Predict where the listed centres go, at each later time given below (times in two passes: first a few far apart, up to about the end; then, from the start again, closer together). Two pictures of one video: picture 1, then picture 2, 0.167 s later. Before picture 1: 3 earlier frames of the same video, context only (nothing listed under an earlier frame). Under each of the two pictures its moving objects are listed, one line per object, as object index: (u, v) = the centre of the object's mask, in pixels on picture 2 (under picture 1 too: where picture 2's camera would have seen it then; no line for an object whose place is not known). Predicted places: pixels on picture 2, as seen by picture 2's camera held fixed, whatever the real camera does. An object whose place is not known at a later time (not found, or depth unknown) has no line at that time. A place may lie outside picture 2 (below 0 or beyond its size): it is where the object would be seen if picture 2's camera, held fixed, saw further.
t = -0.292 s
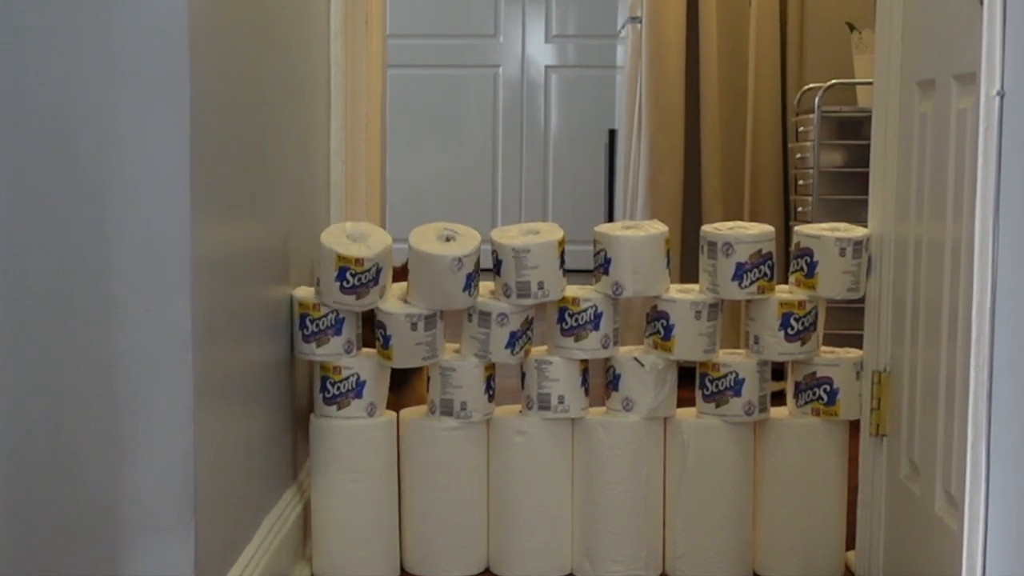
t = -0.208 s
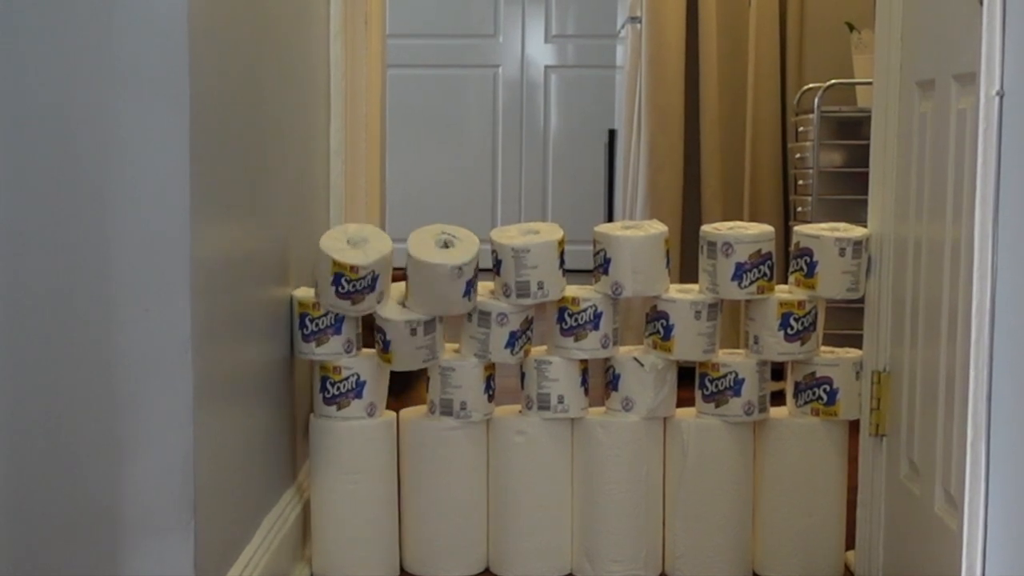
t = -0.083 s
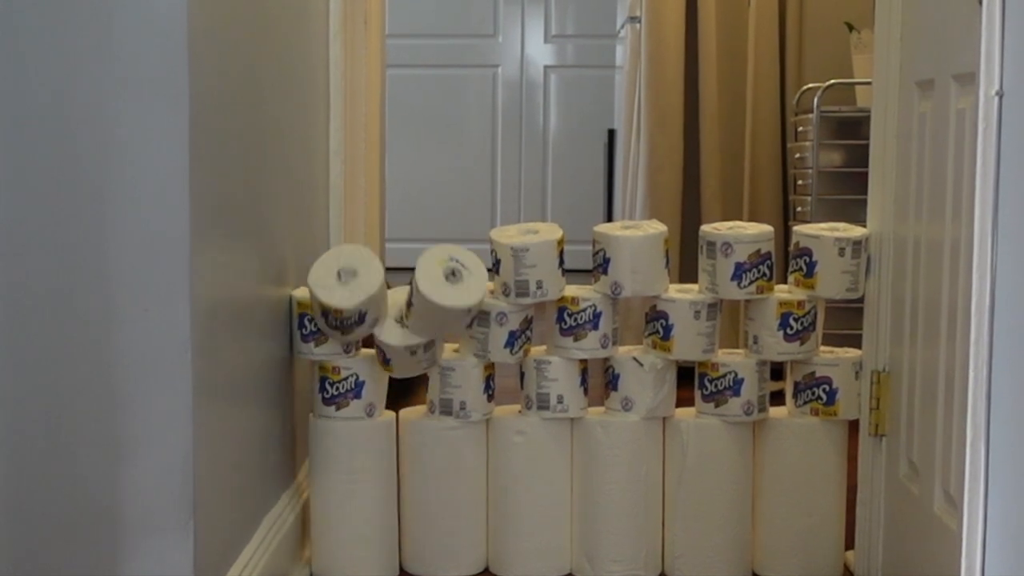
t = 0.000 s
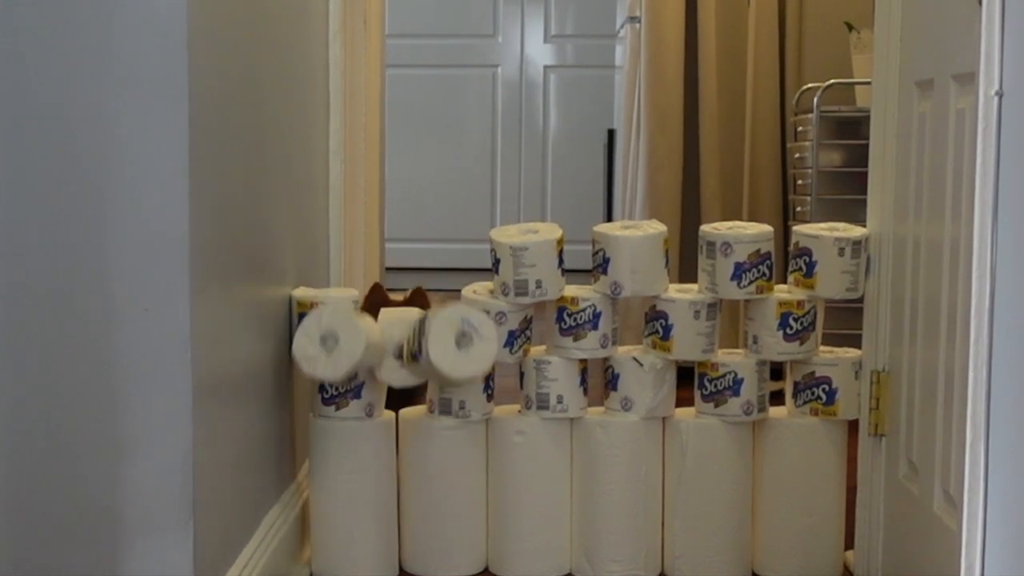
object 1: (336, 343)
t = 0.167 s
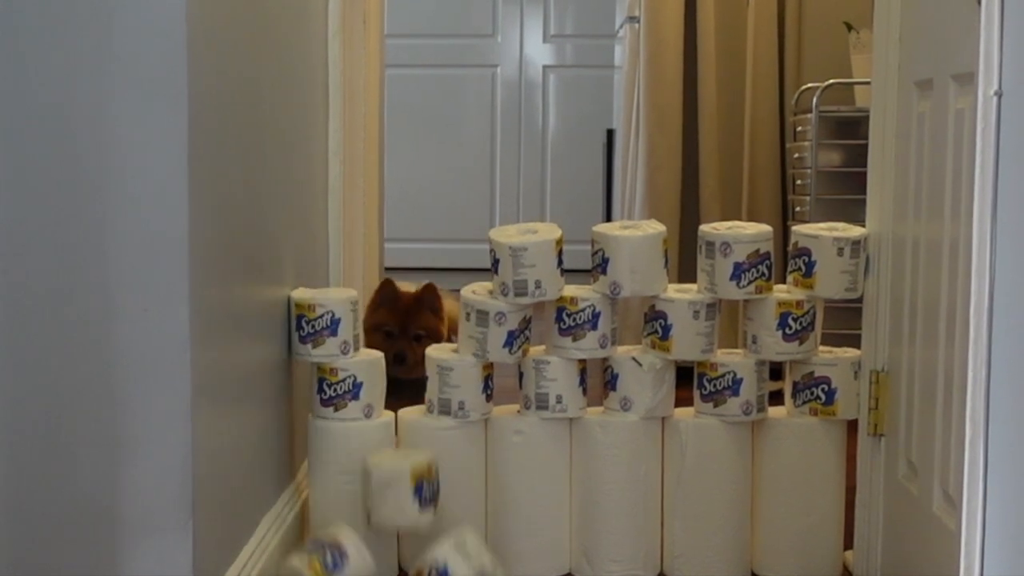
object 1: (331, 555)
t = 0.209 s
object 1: (351, 560)
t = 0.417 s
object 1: (439, 543)
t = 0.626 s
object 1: (476, 545)
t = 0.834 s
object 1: (480, 546)
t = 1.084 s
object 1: (479, 547)
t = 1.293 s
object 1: (478, 547)
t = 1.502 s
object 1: (478, 547)
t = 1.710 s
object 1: (479, 547)
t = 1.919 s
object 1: (479, 547)
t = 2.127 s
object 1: (478, 547)
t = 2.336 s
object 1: (478, 547)
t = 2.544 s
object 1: (478, 547)
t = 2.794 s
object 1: (478, 547)
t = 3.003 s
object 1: (478, 547)
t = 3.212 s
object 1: (478, 547)
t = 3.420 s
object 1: (478, 547)
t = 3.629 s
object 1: (478, 547)
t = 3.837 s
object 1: (483, 548)
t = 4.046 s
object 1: (485, 548)
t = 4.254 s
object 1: (487, 548)
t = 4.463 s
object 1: (486, 548)
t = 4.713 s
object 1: (486, 548)
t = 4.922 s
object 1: (485, 548)
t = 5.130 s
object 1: (485, 548)
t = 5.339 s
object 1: (485, 548)
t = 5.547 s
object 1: (485, 548)
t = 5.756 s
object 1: (485, 548)
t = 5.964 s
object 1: (485, 548)
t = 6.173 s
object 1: (485, 548)
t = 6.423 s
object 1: (485, 548)
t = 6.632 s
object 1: (485, 548)
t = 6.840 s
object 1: (485, 548)
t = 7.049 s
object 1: (485, 548)
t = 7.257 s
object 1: (485, 548)
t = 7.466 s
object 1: (485, 548)
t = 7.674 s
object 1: (485, 548)
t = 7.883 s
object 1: (485, 548)
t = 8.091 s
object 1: (485, 548)
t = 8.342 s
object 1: (485, 548)
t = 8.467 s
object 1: (485, 548)
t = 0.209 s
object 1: (351, 560)
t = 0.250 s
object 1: (361, 554)
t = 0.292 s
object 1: (382, 553)
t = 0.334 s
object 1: (404, 556)
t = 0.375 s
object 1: (408, 560)
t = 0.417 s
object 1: (439, 543)
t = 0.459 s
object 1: (455, 538)
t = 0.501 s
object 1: (462, 541)
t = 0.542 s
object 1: (468, 544)
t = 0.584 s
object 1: (472, 544)
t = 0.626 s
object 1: (476, 545)
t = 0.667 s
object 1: (481, 545)
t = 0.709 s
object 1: (479, 545)
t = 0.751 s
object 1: (481, 545)
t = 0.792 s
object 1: (480, 546)
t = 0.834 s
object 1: (480, 546)
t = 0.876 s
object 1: (479, 547)
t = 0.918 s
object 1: (479, 547)
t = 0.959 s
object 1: (479, 547)
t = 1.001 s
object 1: (479, 547)
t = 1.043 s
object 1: (479, 547)
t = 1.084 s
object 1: (479, 547)
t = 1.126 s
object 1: (479, 547)
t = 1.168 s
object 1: (479, 547)
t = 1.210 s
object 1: (479, 547)
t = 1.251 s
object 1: (478, 547)
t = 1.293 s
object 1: (478, 547)
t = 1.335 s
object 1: (479, 547)
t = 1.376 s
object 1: (478, 547)
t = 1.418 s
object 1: (478, 547)
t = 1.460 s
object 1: (478, 547)
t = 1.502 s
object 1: (478, 547)
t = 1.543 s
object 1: (478, 547)
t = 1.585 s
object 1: (478, 547)
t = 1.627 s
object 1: (478, 547)
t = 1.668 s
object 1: (478, 547)
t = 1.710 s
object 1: (479, 547)
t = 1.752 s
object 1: (479, 547)
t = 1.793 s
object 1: (479, 547)
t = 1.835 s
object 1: (479, 547)
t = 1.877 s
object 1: (479, 547)
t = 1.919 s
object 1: (479, 547)
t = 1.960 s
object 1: (478, 547)
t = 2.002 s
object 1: (478, 547)
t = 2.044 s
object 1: (478, 547)
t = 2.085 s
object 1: (478, 547)
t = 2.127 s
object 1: (478, 547)
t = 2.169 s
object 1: (478, 547)
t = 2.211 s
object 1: (478, 547)
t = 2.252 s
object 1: (478, 547)
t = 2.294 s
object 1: (478, 547)
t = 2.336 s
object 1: (478, 547)
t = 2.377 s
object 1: (478, 547)
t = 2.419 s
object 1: (478, 547)
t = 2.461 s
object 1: (478, 547)
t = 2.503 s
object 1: (478, 547)
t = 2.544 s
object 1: (478, 547)
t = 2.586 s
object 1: (478, 547)
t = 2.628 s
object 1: (478, 547)
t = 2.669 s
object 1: (478, 547)
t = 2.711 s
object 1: (478, 547)
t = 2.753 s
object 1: (478, 547)
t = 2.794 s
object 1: (478, 547)
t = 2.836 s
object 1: (478, 547)
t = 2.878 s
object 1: (478, 547)
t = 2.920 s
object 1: (478, 547)
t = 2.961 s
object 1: (478, 547)
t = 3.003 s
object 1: (478, 547)
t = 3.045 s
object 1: (478, 547)
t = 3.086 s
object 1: (478, 547)
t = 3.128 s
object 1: (478, 547)
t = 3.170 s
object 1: (478, 547)
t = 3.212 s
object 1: (478, 547)
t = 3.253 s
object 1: (478, 547)
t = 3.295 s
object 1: (478, 547)
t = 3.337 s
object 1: (478, 547)
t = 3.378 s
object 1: (478, 547)
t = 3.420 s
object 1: (478, 547)
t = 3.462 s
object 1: (478, 547)
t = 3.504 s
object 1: (478, 547)
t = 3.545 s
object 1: (478, 547)
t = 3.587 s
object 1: (478, 547)
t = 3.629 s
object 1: (478, 547)
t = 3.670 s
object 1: (480, 547)
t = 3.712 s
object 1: (483, 548)
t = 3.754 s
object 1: (484, 548)
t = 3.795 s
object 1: (484, 548)
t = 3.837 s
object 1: (483, 548)
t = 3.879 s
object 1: (483, 548)
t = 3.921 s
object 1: (484, 548)
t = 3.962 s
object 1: (484, 548)
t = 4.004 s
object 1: (484, 548)
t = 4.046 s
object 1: (485, 548)
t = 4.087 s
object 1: (485, 548)
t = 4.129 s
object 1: (486, 548)
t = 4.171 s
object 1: (486, 548)
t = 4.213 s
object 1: (486, 548)
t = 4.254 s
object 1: (487, 548)
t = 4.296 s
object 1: (486, 548)
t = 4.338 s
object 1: (486, 548)
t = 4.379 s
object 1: (486, 548)
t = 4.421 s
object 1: (486, 548)
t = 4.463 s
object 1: (486, 548)
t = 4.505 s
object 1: (486, 548)
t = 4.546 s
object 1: (486, 548)
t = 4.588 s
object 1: (486, 548)
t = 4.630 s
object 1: (486, 548)
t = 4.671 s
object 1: (486, 548)
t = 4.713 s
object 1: (486, 548)
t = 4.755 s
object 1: (486, 548)
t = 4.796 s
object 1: (485, 548)
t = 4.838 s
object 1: (485, 548)
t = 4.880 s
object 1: (485, 548)
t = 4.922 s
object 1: (485, 548)
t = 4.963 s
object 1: (485, 548)
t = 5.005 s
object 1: (485, 548)
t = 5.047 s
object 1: (485, 548)
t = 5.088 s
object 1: (485, 548)
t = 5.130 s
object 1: (485, 548)
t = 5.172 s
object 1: (485, 548)
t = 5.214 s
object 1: (485, 548)
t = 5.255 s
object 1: (485, 548)
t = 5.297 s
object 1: (485, 548)
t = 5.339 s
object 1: (485, 548)
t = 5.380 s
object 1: (485, 548)
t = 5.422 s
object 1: (485, 548)
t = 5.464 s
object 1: (485, 548)
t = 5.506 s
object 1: (485, 548)
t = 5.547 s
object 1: (485, 548)
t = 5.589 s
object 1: (485, 548)
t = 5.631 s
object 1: (485, 548)
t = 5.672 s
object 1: (485, 548)
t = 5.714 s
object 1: (485, 548)
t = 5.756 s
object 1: (485, 548)
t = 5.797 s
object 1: (485, 548)
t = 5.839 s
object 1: (485, 548)
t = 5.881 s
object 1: (485, 548)
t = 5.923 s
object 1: (485, 548)
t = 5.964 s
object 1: (485, 548)
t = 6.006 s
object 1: (485, 548)
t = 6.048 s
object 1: (485, 548)
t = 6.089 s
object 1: (485, 548)
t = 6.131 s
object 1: (485, 548)
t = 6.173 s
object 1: (485, 548)
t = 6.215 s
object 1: (485, 548)
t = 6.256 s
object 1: (485, 548)
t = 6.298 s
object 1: (485, 548)
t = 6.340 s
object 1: (485, 548)
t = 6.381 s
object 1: (485, 548)
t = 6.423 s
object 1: (485, 548)
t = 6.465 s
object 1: (485, 548)
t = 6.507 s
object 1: (485, 548)
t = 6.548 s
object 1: (485, 548)
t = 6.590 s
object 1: (485, 548)
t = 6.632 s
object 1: (485, 548)
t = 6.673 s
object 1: (485, 548)
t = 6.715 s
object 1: (485, 548)
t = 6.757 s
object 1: (485, 548)
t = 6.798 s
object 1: (485, 548)
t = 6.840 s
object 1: (485, 548)
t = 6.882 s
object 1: (485, 548)
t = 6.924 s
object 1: (485, 548)
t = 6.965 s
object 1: (485, 548)
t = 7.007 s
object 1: (485, 548)
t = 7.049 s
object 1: (485, 548)
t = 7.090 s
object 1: (485, 548)
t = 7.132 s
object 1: (485, 548)
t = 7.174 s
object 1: (485, 548)
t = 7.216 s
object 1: (485, 548)
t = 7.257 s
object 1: (485, 548)
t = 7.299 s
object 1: (485, 548)
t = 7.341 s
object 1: (485, 548)
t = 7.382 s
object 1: (485, 548)
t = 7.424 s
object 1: (485, 548)
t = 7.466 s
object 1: (485, 548)
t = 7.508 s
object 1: (485, 548)
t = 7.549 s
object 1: (485, 548)
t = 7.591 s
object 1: (485, 548)
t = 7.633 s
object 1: (485, 548)
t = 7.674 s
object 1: (485, 548)
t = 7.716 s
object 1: (485, 548)
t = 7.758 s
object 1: (485, 548)
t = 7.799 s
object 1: (485, 548)
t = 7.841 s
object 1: (485, 548)
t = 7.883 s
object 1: (485, 548)
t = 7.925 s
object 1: (485, 548)
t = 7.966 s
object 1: (485, 548)
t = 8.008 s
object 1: (485, 548)
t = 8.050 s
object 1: (485, 548)
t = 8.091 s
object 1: (485, 548)
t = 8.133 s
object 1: (485, 548)
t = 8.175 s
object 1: (485, 548)
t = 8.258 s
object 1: (485, 548)
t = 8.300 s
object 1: (485, 548)
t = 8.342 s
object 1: (485, 548)
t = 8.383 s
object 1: (485, 548)
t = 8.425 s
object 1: (485, 548)
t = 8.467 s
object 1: (485, 548)
